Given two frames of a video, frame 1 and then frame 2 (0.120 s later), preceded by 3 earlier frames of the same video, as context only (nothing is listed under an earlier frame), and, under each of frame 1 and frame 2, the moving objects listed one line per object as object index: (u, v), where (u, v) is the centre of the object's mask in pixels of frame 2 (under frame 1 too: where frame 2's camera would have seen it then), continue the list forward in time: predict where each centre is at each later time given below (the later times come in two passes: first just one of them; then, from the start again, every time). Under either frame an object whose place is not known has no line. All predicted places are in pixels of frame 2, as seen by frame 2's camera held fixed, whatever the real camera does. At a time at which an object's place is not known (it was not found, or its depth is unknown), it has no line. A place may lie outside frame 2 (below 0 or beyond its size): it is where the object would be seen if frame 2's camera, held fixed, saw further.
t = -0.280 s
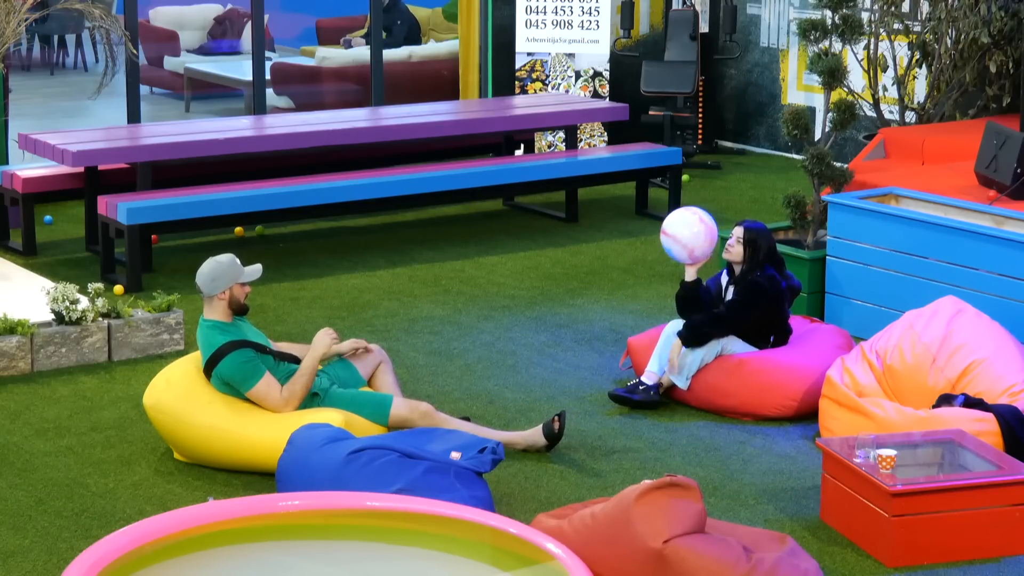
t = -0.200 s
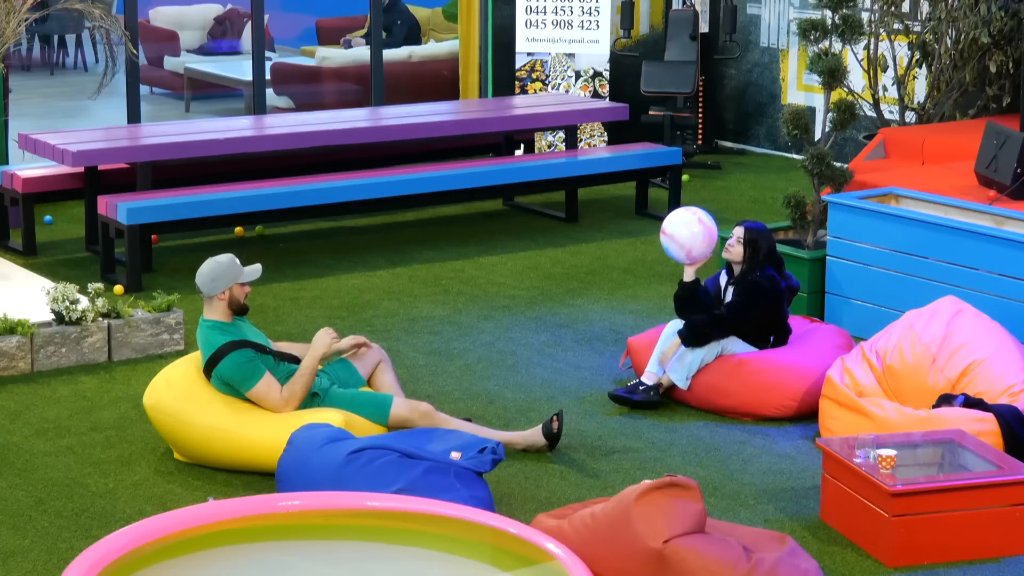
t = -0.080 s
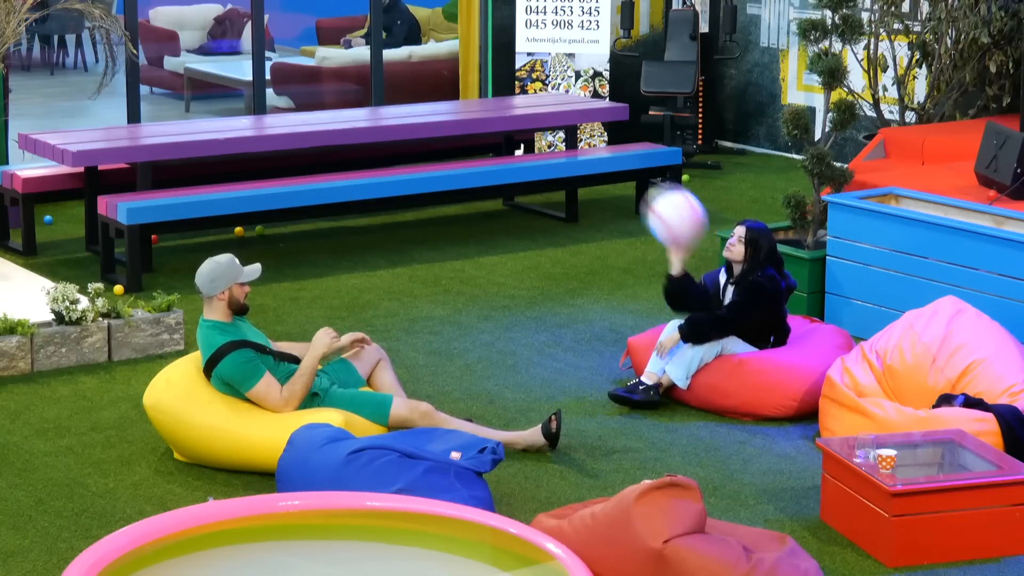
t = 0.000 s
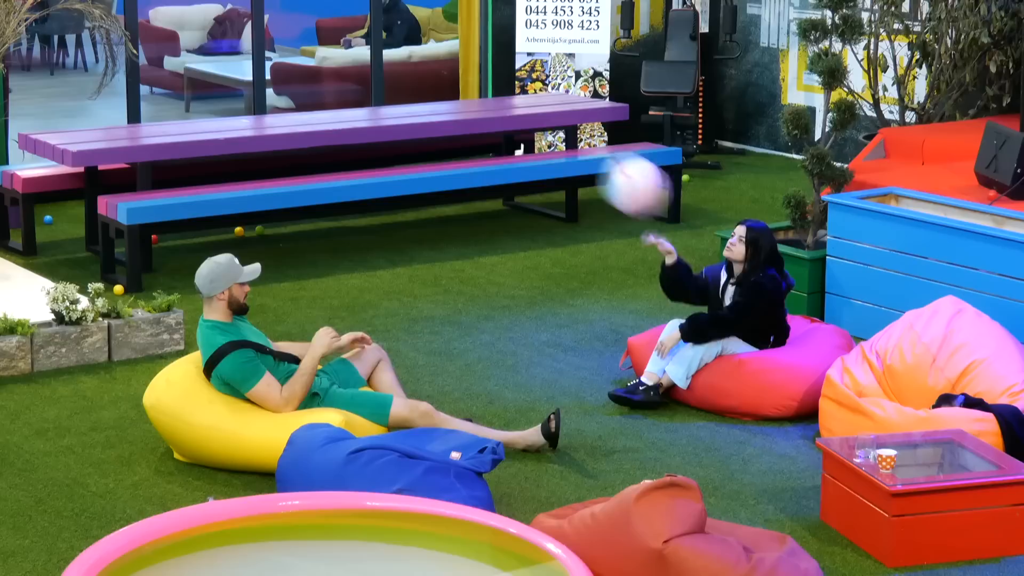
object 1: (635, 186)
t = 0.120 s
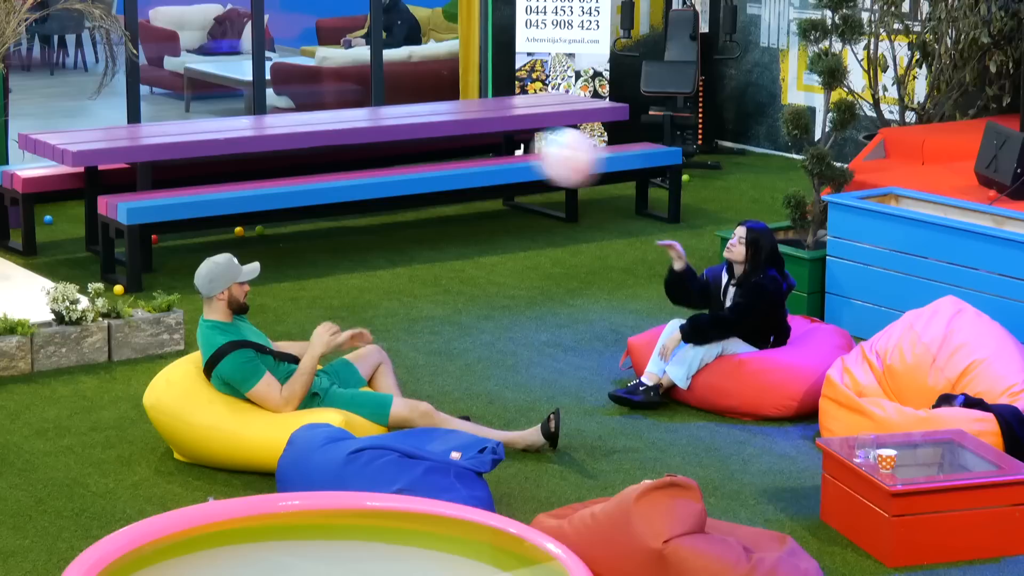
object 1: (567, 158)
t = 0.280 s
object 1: (477, 166)
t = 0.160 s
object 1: (544, 154)
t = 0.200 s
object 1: (520, 155)
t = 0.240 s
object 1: (498, 159)
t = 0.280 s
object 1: (477, 166)
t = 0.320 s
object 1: (453, 177)
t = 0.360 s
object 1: (430, 193)
